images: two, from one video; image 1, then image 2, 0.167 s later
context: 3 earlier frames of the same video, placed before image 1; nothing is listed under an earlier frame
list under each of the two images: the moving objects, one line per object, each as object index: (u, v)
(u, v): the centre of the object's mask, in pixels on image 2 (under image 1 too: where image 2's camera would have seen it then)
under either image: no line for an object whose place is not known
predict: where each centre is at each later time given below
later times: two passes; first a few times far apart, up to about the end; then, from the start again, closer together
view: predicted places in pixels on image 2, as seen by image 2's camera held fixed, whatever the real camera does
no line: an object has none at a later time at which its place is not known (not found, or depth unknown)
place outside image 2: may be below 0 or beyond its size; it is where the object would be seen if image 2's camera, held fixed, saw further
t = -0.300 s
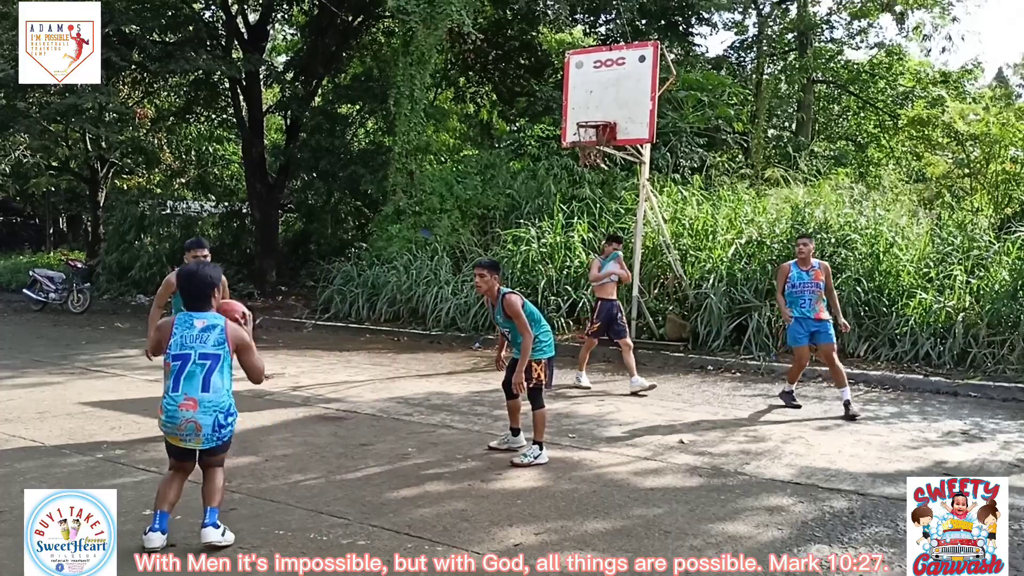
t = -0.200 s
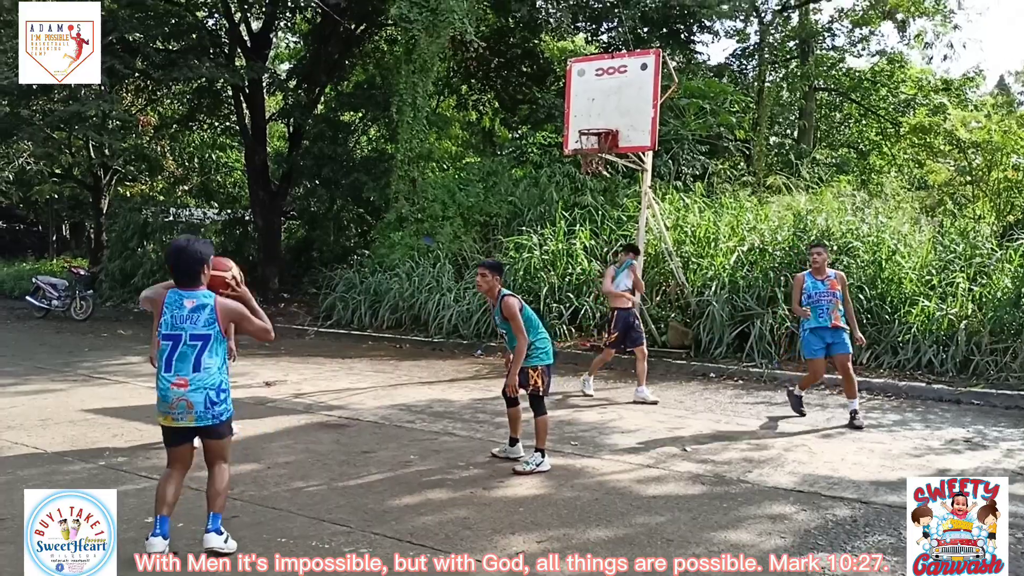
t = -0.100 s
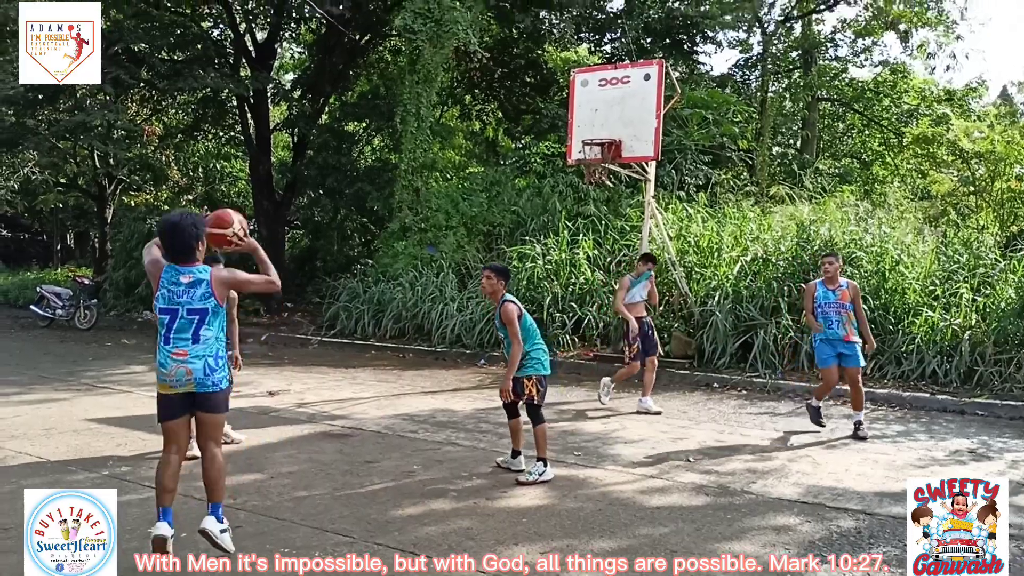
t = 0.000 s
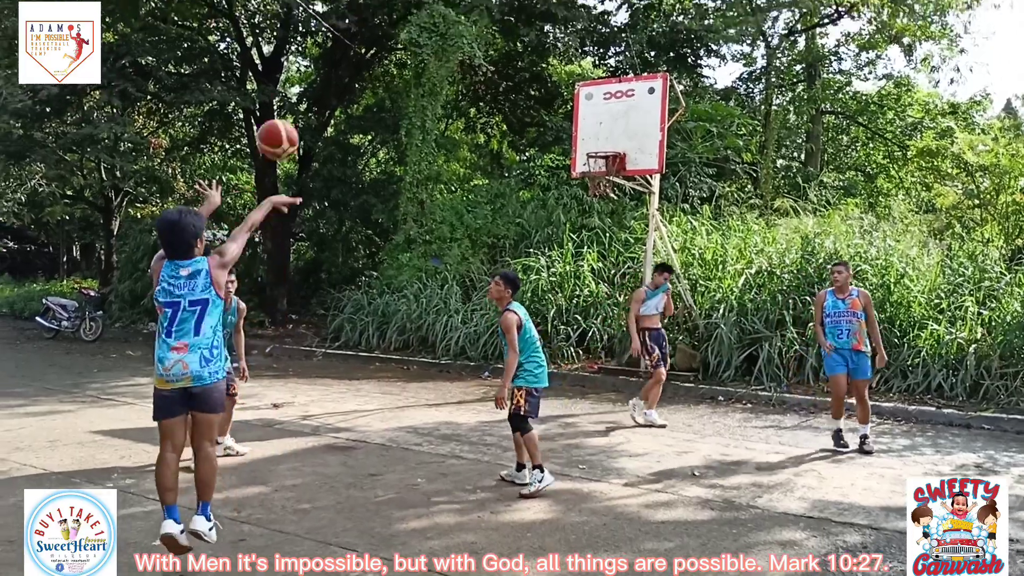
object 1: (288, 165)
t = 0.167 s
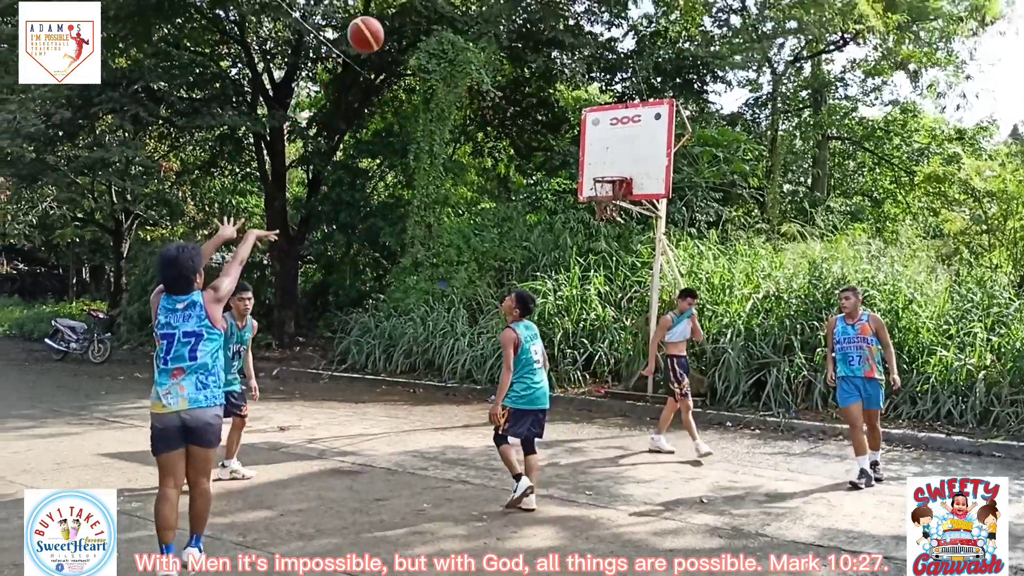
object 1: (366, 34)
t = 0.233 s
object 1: (392, 4)
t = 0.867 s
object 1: (547, 4)
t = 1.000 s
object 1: (567, 50)
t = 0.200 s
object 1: (379, 17)
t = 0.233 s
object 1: (392, 4)
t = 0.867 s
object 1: (547, 4)
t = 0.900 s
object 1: (552, 15)
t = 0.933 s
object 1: (557, 26)
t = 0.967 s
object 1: (562, 38)
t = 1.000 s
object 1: (567, 50)
